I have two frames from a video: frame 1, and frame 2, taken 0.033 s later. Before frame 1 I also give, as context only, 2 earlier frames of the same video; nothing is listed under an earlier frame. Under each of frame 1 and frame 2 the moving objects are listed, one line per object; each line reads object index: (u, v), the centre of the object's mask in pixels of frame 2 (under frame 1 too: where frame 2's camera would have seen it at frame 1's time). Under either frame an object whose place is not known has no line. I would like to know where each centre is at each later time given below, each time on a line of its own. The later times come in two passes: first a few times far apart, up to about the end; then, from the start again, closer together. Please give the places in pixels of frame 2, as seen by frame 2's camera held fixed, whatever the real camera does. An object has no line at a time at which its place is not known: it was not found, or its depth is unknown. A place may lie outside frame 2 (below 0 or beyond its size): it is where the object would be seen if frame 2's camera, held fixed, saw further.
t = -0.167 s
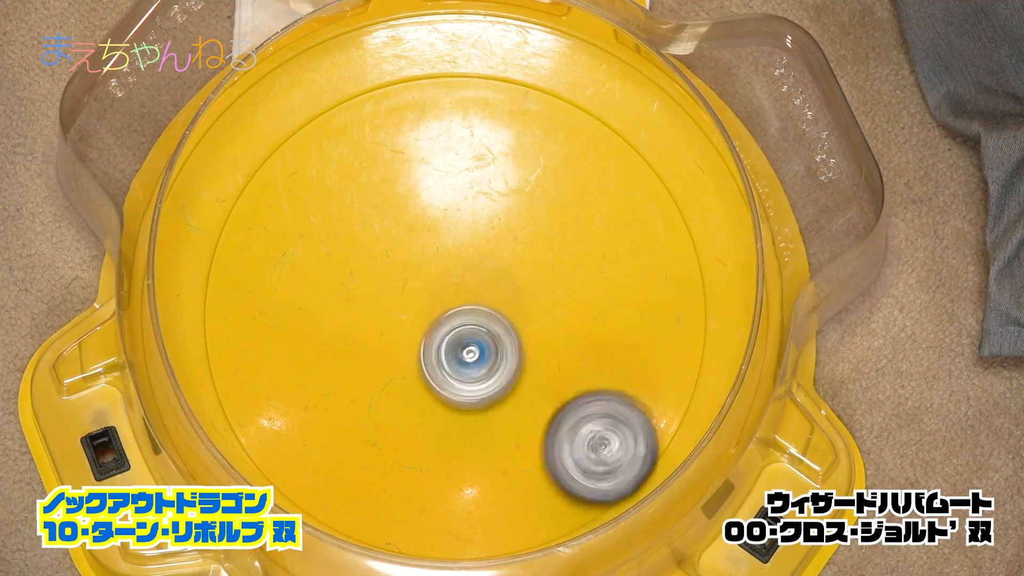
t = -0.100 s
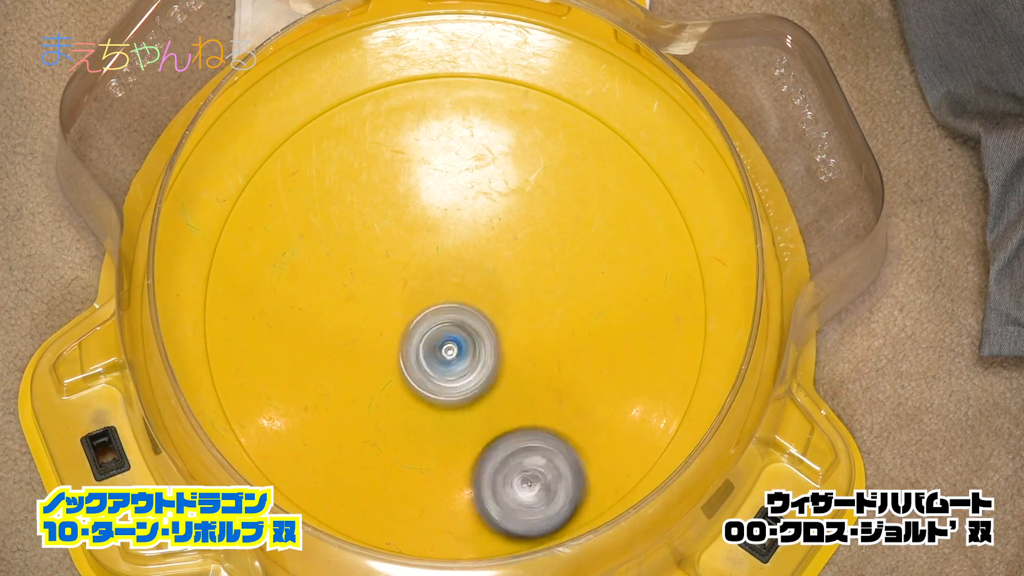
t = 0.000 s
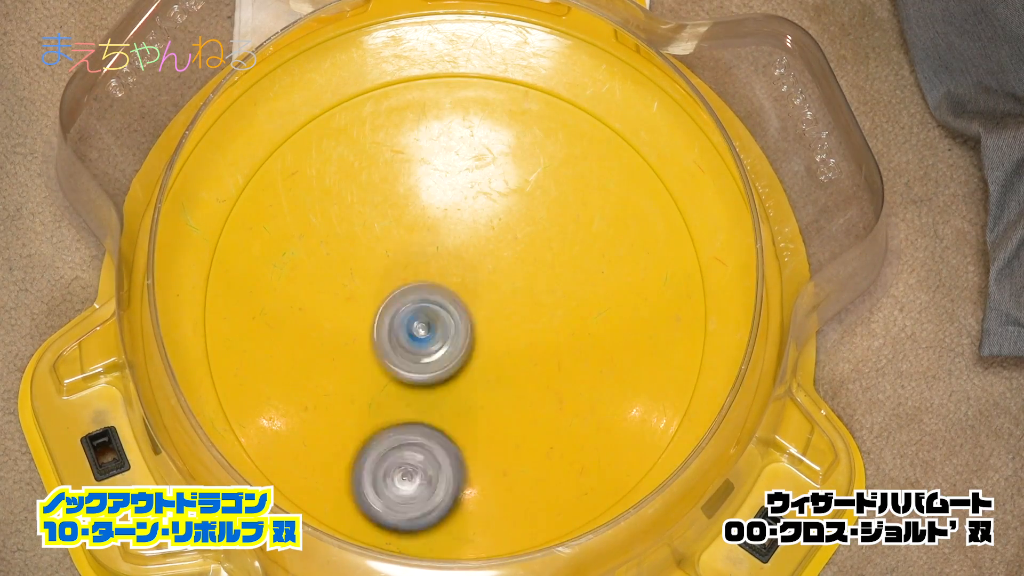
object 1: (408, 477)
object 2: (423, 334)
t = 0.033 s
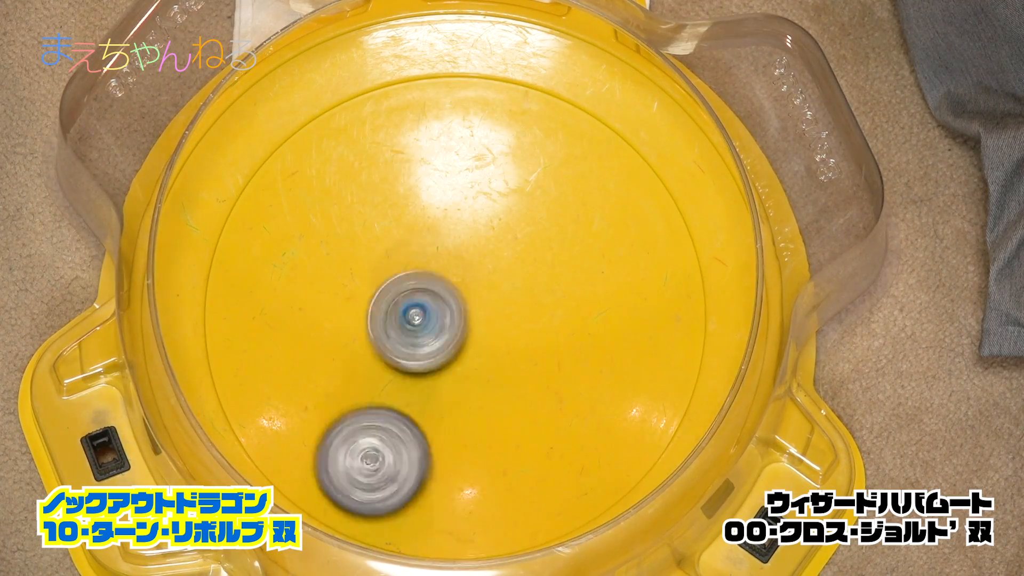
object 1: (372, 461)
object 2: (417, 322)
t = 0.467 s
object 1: (476, 132)
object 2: (429, 314)
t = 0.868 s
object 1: (527, 454)
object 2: (451, 328)
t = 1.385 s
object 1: (400, 151)
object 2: (453, 315)
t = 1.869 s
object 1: (506, 470)
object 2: (457, 301)
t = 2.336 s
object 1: (392, 178)
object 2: (471, 316)
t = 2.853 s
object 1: (506, 455)
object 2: (464, 309)
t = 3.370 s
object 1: (439, 156)
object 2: (459, 309)
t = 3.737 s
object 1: (565, 397)
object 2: (460, 308)
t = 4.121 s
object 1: (305, 307)
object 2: (460, 310)
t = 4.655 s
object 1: (589, 364)
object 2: (463, 317)
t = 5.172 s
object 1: (360, 238)
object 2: (462, 314)
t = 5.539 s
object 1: (595, 295)
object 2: (462, 311)
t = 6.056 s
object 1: (334, 283)
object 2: (462, 312)
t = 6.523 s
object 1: (612, 288)
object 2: (441, 346)
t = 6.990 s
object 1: (381, 416)
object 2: (436, 269)
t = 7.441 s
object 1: (460, 331)
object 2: (469, 196)
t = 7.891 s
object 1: (432, 384)
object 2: (531, 323)
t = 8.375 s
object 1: (483, 213)
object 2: (515, 384)
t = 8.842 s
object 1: (516, 271)
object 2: (389, 338)
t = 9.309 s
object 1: (593, 334)
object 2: (311, 316)
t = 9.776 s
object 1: (552, 327)
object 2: (322, 339)
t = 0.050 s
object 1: (356, 449)
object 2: (415, 317)
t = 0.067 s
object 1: (342, 438)
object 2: (415, 310)
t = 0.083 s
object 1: (327, 424)
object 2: (415, 303)
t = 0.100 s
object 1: (316, 408)
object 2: (415, 296)
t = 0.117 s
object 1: (306, 393)
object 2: (417, 290)
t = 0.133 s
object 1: (296, 377)
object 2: (420, 284)
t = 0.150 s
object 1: (290, 358)
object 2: (422, 279)
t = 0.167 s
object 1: (286, 342)
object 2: (425, 276)
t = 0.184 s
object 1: (282, 323)
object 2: (428, 273)
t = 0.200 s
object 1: (283, 305)
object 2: (431, 270)
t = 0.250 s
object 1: (292, 252)
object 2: (438, 268)
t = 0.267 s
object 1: (299, 236)
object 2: (439, 269)
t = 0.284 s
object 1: (307, 220)
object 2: (440, 270)
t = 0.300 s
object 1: (317, 206)
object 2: (441, 273)
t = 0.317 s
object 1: (328, 193)
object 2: (442, 275)
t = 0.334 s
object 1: (340, 179)
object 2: (441, 278)
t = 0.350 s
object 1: (355, 169)
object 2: (440, 281)
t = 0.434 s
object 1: (439, 133)
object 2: (431, 304)
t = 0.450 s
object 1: (458, 132)
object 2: (429, 309)
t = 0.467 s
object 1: (476, 132)
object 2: (429, 314)
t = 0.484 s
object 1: (494, 133)
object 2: (429, 318)
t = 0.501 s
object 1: (512, 138)
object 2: (428, 322)
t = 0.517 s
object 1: (529, 144)
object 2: (427, 325)
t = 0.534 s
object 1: (546, 152)
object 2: (428, 329)
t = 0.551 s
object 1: (562, 162)
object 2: (428, 331)
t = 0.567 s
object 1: (576, 173)
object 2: (428, 333)
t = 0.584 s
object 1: (590, 186)
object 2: (429, 335)
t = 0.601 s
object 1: (602, 201)
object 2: (430, 336)
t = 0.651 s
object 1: (628, 252)
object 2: (433, 338)
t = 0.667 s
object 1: (632, 269)
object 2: (434, 337)
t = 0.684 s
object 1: (635, 288)
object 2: (436, 337)
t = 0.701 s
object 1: (634, 308)
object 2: (436, 337)
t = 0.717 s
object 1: (632, 326)
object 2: (439, 337)
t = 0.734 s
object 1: (628, 345)
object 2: (440, 336)
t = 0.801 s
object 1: (590, 411)
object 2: (446, 332)
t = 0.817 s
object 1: (576, 424)
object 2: (448, 331)
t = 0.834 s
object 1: (562, 436)
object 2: (449, 329)
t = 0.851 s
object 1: (544, 447)
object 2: (450, 328)
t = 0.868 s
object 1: (527, 454)
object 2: (451, 328)
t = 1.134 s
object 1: (281, 352)
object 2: (460, 315)
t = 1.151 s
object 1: (277, 335)
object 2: (461, 315)
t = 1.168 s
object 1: (274, 318)
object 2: (460, 314)
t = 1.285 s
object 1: (311, 206)
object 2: (457, 316)
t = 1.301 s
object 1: (323, 192)
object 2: (457, 316)
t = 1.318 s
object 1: (337, 182)
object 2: (456, 315)
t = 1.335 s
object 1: (351, 173)
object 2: (455, 316)
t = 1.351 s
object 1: (367, 163)
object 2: (455, 316)
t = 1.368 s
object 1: (383, 157)
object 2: (454, 315)
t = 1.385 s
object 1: (400, 151)
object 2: (453, 315)
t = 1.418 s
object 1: (438, 146)
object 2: (452, 313)
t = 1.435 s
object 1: (456, 146)
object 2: (451, 313)
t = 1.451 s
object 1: (475, 149)
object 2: (451, 313)
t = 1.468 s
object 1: (493, 154)
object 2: (451, 312)
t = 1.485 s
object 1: (510, 159)
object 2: (450, 311)
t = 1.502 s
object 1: (526, 168)
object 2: (450, 311)
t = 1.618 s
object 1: (609, 258)
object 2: (451, 305)
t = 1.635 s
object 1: (615, 276)
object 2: (451, 305)
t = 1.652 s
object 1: (618, 292)
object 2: (451, 304)
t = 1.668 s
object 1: (621, 309)
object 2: (452, 304)
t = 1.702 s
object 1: (618, 344)
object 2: (452, 303)
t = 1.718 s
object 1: (615, 362)
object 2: (453, 302)
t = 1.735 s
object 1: (608, 379)
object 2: (453, 302)
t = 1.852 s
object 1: (524, 464)
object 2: (457, 302)
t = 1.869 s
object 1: (506, 470)
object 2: (457, 301)
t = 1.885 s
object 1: (489, 474)
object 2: (458, 301)
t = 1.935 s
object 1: (435, 475)
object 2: (462, 301)
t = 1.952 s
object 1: (416, 472)
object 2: (463, 302)
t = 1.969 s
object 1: (400, 466)
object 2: (464, 301)
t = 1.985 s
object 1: (383, 460)
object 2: (465, 302)
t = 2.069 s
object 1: (318, 403)
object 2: (470, 305)
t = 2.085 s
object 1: (311, 387)
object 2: (470, 307)
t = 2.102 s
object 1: (303, 372)
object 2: (472, 308)
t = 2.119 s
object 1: (298, 355)
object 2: (471, 308)
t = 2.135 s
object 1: (296, 340)
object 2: (472, 310)
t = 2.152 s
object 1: (294, 323)
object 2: (473, 310)
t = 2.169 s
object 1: (296, 306)
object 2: (472, 311)
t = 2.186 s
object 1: (298, 290)
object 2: (472, 312)
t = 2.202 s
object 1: (303, 273)
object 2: (473, 313)
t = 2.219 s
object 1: (310, 258)
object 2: (472, 313)
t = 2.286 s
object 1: (350, 205)
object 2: (472, 316)
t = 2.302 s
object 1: (364, 195)
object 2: (471, 316)
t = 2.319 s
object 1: (377, 185)
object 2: (470, 316)
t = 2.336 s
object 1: (392, 178)
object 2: (471, 316)
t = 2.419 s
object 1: (475, 162)
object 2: (469, 316)
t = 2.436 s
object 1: (492, 163)
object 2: (469, 316)
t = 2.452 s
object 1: (510, 168)
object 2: (468, 316)
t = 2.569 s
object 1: (604, 232)
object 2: (466, 315)
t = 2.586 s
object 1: (612, 247)
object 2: (465, 314)
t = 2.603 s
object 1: (620, 262)
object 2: (464, 315)
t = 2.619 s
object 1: (624, 279)
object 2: (464, 314)
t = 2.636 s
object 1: (627, 294)
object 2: (464, 313)
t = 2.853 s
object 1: (506, 455)
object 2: (464, 309)
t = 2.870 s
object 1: (488, 458)
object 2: (464, 310)
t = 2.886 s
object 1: (471, 458)
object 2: (465, 310)
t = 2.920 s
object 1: (437, 453)
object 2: (464, 310)
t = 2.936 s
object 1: (421, 450)
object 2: (465, 309)
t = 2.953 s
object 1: (404, 443)
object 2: (464, 310)
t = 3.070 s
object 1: (323, 366)
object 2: (464, 310)
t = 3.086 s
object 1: (317, 353)
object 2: (464, 310)
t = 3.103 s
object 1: (311, 337)
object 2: (464, 310)
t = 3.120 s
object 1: (309, 322)
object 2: (463, 309)
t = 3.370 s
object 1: (439, 156)
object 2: (459, 309)
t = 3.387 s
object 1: (455, 156)
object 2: (458, 309)
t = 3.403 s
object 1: (471, 157)
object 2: (458, 309)
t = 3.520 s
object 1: (568, 208)
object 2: (456, 308)
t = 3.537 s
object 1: (578, 221)
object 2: (457, 308)
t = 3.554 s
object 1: (587, 234)
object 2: (456, 307)
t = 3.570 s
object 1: (593, 250)
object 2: (456, 307)
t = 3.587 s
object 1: (598, 264)
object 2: (456, 307)
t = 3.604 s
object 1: (603, 281)
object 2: (457, 307)
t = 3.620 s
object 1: (603, 296)
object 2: (458, 307)
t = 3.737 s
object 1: (565, 397)
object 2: (460, 308)
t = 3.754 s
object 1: (555, 410)
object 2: (460, 308)
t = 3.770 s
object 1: (541, 419)
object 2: (460, 309)
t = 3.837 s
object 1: (482, 445)
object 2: (461, 310)
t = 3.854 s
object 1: (468, 447)
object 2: (460, 310)
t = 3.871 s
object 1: (451, 449)
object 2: (461, 310)
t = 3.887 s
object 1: (436, 446)
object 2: (460, 311)
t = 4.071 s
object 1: (311, 350)
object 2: (460, 311)
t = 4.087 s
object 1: (306, 336)
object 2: (460, 311)
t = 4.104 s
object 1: (306, 321)
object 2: (460, 311)
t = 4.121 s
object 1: (305, 307)
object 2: (460, 310)
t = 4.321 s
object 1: (418, 184)
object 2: (461, 312)
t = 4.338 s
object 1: (434, 181)
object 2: (461, 313)
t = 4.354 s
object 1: (449, 182)
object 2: (462, 313)
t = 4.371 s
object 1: (464, 182)
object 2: (461, 313)
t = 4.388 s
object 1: (480, 186)
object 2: (462, 313)
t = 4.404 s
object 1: (494, 189)
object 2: (462, 313)
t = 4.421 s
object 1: (510, 194)
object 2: (462, 313)
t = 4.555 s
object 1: (590, 278)
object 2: (463, 315)
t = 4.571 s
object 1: (594, 294)
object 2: (463, 316)
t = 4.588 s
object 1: (597, 307)
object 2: (464, 316)
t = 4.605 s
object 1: (598, 323)
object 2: (463, 316)
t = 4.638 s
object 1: (594, 352)
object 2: (463, 316)
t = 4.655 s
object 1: (589, 364)
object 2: (463, 317)
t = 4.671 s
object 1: (584, 379)
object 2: (463, 316)
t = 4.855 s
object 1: (444, 446)
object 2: (462, 316)
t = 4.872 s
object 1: (431, 442)
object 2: (462, 315)
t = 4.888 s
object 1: (415, 438)
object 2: (462, 316)
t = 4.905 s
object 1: (403, 431)
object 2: (462, 315)
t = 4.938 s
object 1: (379, 415)
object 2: (462, 315)
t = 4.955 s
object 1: (366, 405)
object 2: (462, 315)
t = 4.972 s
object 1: (359, 394)
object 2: (463, 314)
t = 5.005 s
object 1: (344, 369)
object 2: (463, 314)
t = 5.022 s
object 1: (337, 356)
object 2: (463, 314)
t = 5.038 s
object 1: (335, 342)
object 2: (463, 314)
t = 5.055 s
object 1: (331, 329)
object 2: (463, 314)
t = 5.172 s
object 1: (360, 238)
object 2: (462, 314)
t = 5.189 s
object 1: (367, 227)
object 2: (462, 315)
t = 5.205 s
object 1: (380, 218)
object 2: (461, 314)
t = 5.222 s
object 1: (389, 208)
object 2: (461, 315)
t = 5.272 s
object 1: (428, 190)
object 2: (461, 314)
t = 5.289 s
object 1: (440, 186)
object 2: (461, 314)
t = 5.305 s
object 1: (455, 185)
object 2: (461, 314)
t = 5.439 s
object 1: (559, 220)
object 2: (461, 312)
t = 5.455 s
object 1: (567, 231)
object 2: (462, 312)
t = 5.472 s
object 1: (577, 242)
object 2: (461, 311)
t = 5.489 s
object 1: (581, 254)
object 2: (462, 311)
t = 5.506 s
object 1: (589, 267)
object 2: (462, 311)
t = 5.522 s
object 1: (591, 280)
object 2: (462, 311)
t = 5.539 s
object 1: (595, 295)
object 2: (462, 311)
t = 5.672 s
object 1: (551, 394)
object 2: (462, 313)
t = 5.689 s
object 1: (539, 402)
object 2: (461, 312)
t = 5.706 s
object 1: (527, 410)
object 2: (461, 313)
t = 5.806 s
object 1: (444, 424)
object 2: (460, 312)
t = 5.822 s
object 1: (430, 420)
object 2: (460, 312)
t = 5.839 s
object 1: (417, 417)
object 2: (460, 312)
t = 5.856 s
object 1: (404, 411)
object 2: (461, 312)
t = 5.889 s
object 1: (380, 396)
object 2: (461, 312)
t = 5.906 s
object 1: (369, 389)
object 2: (460, 311)
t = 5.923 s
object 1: (361, 378)
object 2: (461, 312)
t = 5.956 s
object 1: (346, 356)
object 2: (461, 311)
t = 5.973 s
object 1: (338, 345)
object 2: (461, 311)
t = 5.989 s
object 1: (335, 333)
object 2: (461, 311)
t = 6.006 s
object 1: (331, 320)
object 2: (462, 311)
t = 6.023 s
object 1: (331, 308)
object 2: (462, 312)
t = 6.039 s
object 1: (331, 294)
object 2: (462, 311)
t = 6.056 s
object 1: (334, 283)
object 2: (462, 312)
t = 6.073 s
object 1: (337, 270)
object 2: (463, 312)
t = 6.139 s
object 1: (364, 226)
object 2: (463, 313)
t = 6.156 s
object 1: (374, 218)
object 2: (463, 312)
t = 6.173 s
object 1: (384, 209)
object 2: (463, 313)
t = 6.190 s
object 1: (396, 204)
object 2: (462, 312)
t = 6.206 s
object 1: (408, 197)
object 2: (462, 313)
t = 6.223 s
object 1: (420, 195)
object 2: (461, 312)
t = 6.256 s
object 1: (447, 192)
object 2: (461, 312)
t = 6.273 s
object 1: (461, 192)
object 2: (462, 312)
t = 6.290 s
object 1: (473, 195)
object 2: (461, 312)
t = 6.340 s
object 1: (512, 210)
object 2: (462, 312)
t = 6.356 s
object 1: (522, 216)
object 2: (461, 313)
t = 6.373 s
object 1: (534, 218)
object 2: (457, 320)
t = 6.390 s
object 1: (547, 220)
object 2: (454, 327)
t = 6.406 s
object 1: (558, 224)
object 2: (452, 332)
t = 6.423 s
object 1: (568, 230)
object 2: (449, 336)
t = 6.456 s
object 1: (587, 245)
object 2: (446, 342)
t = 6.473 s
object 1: (595, 255)
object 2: (444, 343)
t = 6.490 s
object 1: (602, 264)
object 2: (443, 345)
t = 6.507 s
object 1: (607, 276)
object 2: (442, 345)
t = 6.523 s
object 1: (612, 288)
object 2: (441, 346)
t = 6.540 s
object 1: (612, 299)
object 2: (441, 346)
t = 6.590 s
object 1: (607, 337)
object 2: (441, 345)
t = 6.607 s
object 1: (602, 348)
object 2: (442, 344)
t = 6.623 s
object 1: (594, 359)
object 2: (442, 343)
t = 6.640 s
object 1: (586, 368)
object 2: (443, 343)
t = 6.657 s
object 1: (576, 378)
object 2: (444, 342)
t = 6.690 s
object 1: (553, 392)
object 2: (446, 340)
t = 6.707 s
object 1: (542, 397)
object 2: (446, 339)
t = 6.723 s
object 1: (534, 403)
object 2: (443, 335)
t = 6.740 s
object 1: (528, 412)
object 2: (438, 330)
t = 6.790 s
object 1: (501, 430)
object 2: (427, 317)
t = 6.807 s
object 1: (490, 434)
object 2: (426, 314)
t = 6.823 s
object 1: (480, 436)
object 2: (425, 312)
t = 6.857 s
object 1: (456, 434)
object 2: (424, 308)
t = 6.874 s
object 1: (444, 430)
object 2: (423, 307)
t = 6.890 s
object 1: (434, 426)
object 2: (424, 306)
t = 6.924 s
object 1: (415, 412)
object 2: (425, 305)
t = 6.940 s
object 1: (408, 408)
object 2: (426, 303)
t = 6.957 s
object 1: (399, 411)
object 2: (429, 291)
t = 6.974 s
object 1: (390, 415)
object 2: (433, 279)
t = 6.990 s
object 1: (381, 416)
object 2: (436, 269)
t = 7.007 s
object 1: (373, 418)
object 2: (439, 260)
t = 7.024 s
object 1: (364, 418)
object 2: (442, 252)
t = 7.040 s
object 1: (355, 417)
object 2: (444, 244)
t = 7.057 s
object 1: (347, 415)
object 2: (446, 238)
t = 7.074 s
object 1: (340, 411)
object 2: (447, 231)
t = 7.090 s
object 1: (332, 406)
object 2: (449, 226)
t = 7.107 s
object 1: (327, 399)
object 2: (449, 220)
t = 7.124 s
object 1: (322, 393)
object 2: (450, 215)
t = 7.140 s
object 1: (320, 385)
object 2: (450, 211)
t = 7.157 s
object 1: (319, 376)
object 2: (450, 207)
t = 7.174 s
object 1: (320, 367)
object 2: (451, 203)
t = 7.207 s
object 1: (327, 349)
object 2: (452, 197)
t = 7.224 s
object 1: (333, 340)
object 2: (453, 194)
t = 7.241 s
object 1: (340, 332)
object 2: (453, 192)
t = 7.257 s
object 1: (349, 326)
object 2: (454, 190)
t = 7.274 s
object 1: (359, 319)
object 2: (455, 190)
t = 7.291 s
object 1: (368, 315)
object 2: (455, 190)
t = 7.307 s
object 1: (380, 310)
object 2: (456, 190)
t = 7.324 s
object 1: (391, 307)
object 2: (457, 192)
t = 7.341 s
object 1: (404, 304)
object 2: (457, 195)
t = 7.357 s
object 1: (415, 302)
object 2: (458, 197)
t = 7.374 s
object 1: (426, 305)
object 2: (459, 200)
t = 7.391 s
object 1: (435, 310)
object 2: (462, 197)
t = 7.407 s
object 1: (443, 316)
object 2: (465, 195)
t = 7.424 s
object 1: (452, 323)
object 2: (467, 195)
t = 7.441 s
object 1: (460, 331)
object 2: (469, 196)
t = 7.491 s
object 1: (483, 353)
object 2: (475, 200)
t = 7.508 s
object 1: (489, 361)
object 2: (477, 201)
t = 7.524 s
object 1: (495, 370)
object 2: (480, 204)
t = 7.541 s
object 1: (500, 378)
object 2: (482, 208)
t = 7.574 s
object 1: (505, 397)
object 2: (485, 215)
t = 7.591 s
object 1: (508, 405)
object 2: (488, 219)
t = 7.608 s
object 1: (508, 414)
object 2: (489, 223)
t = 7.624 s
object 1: (507, 422)
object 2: (492, 228)
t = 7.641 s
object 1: (504, 429)
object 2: (495, 233)
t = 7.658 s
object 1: (500, 436)
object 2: (498, 238)
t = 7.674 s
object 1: (495, 440)
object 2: (500, 243)
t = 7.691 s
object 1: (489, 445)
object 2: (504, 249)
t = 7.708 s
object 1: (482, 446)
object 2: (506, 254)
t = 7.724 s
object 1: (474, 447)
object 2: (509, 260)
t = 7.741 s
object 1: (467, 445)
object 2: (512, 267)
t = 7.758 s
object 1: (459, 441)
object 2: (514, 274)
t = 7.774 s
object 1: (453, 437)
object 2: (516, 281)
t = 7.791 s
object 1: (448, 430)
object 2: (518, 287)
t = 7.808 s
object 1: (443, 422)
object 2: (519, 295)
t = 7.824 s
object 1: (441, 414)
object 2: (520, 301)
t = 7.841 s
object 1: (439, 404)
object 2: (522, 308)
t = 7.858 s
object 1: (439, 396)
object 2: (522, 315)
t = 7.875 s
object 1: (440, 386)
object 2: (523, 321)
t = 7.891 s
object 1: (432, 384)
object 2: (531, 323)
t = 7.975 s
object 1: (399, 361)
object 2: (562, 325)
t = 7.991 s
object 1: (394, 355)
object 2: (563, 326)
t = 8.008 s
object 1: (391, 347)
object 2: (564, 328)
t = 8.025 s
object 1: (388, 338)
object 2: (563, 328)
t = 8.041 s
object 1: (387, 330)
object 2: (562, 330)
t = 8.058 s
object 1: (387, 322)
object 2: (560, 330)
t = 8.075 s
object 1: (388, 313)
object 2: (559, 330)
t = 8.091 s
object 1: (391, 306)
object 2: (555, 331)
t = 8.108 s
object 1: (395, 297)
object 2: (553, 332)
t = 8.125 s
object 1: (399, 290)
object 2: (550, 332)
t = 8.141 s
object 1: (405, 283)
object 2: (547, 334)
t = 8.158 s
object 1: (412, 277)
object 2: (544, 335)
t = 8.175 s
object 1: (418, 272)
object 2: (540, 336)
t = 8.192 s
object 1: (427, 268)
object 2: (535, 337)
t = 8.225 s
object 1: (444, 263)
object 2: (525, 340)
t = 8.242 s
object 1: (453, 261)
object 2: (521, 343)
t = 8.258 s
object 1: (455, 253)
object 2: (522, 351)
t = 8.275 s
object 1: (457, 244)
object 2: (523, 359)
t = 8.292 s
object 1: (460, 236)
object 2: (523, 367)
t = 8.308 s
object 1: (463, 230)
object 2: (522, 374)
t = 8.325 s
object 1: (468, 224)
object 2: (521, 379)
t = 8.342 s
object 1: (474, 220)
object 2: (520, 382)
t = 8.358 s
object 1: (478, 215)
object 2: (518, 384)
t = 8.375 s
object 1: (483, 213)
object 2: (515, 384)
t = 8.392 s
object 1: (490, 211)
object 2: (513, 384)
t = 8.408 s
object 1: (495, 210)
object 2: (511, 384)
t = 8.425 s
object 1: (501, 211)
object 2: (509, 383)
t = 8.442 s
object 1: (507, 212)
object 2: (506, 381)
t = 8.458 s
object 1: (510, 215)
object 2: (502, 380)
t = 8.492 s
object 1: (517, 224)
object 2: (494, 377)
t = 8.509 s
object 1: (519, 229)
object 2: (490, 375)
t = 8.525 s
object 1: (519, 236)
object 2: (486, 372)
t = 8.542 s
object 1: (520, 243)
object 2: (482, 369)
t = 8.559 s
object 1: (518, 250)
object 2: (476, 366)
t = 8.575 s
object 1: (516, 259)
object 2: (472, 363)
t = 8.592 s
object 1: (515, 263)
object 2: (466, 362)
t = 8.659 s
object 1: (509, 273)
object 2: (440, 359)
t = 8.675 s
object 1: (509, 276)
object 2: (434, 358)
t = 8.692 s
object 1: (510, 273)
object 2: (425, 358)
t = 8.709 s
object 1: (512, 272)
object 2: (416, 359)
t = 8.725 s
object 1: (513, 271)
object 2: (410, 359)
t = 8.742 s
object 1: (515, 270)
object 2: (406, 356)
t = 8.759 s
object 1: (515, 269)
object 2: (401, 354)
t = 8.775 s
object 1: (516, 268)
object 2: (397, 352)
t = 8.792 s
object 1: (516, 269)
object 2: (395, 349)
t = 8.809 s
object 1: (516, 269)
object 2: (393, 345)
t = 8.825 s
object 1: (515, 271)
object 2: (391, 341)
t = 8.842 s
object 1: (516, 271)
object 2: (389, 338)
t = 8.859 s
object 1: (514, 273)
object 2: (389, 334)
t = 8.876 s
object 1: (513, 274)
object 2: (387, 330)
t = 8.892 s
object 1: (511, 276)
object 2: (386, 325)
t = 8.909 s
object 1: (509, 277)
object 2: (386, 321)
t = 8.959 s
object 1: (500, 282)
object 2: (387, 308)
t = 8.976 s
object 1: (498, 283)
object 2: (388, 305)
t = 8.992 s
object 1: (500, 282)
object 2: (383, 302)
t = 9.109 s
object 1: (570, 280)
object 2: (294, 302)
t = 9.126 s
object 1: (576, 282)
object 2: (289, 302)
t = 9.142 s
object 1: (584, 284)
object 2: (289, 303)
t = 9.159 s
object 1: (590, 287)
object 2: (289, 303)
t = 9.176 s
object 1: (595, 292)
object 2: (289, 304)
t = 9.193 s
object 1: (599, 296)
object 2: (290, 305)
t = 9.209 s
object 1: (603, 300)
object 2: (293, 306)
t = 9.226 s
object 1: (603, 306)
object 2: (294, 307)
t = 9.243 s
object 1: (605, 312)
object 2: (297, 310)
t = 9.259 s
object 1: (604, 318)
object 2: (300, 311)
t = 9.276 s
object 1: (602, 323)
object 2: (303, 313)
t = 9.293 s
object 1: (597, 329)
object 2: (306, 315)
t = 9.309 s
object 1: (593, 334)
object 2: (311, 316)
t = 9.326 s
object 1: (587, 338)
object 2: (314, 317)
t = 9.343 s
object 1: (580, 340)
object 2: (319, 319)
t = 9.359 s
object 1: (572, 343)
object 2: (324, 320)
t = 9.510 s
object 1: (503, 337)
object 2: (387, 339)
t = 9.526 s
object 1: (498, 336)
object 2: (390, 340)
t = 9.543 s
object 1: (508, 333)
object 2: (380, 339)
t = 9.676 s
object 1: (549, 326)
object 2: (318, 336)
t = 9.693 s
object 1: (551, 327)
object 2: (317, 336)
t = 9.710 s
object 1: (552, 327)
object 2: (317, 338)
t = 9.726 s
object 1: (552, 326)
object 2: (317, 338)
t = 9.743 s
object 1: (553, 327)
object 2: (318, 339)
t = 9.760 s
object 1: (552, 326)
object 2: (320, 338)
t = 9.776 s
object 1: (552, 327)
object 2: (322, 339)
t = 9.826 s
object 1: (547, 326)
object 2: (332, 340)
